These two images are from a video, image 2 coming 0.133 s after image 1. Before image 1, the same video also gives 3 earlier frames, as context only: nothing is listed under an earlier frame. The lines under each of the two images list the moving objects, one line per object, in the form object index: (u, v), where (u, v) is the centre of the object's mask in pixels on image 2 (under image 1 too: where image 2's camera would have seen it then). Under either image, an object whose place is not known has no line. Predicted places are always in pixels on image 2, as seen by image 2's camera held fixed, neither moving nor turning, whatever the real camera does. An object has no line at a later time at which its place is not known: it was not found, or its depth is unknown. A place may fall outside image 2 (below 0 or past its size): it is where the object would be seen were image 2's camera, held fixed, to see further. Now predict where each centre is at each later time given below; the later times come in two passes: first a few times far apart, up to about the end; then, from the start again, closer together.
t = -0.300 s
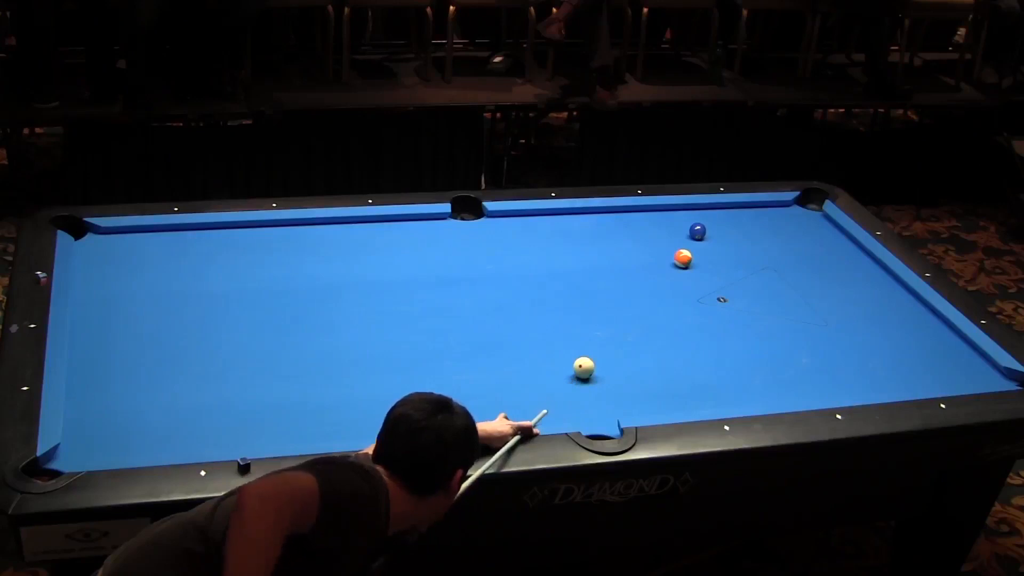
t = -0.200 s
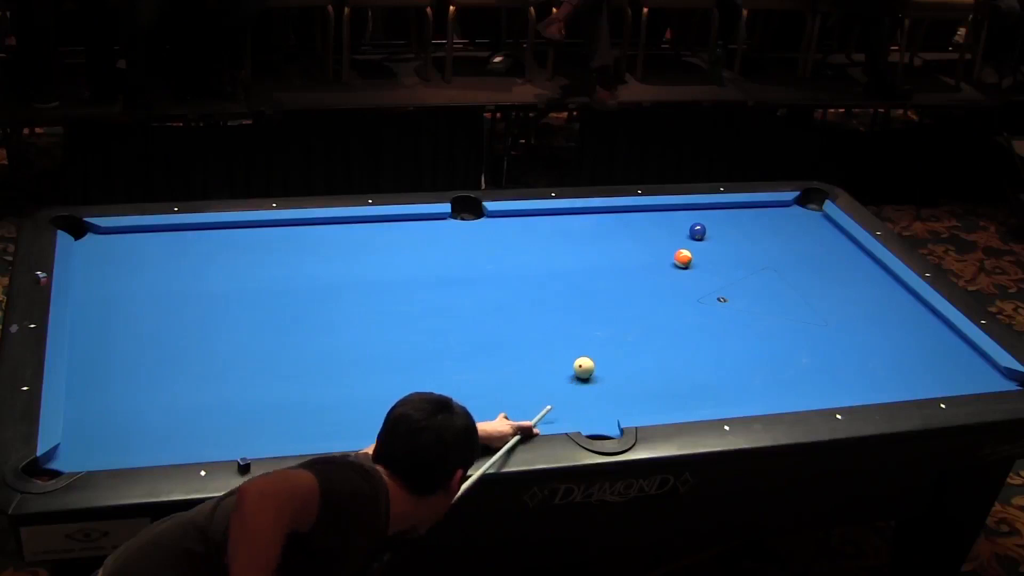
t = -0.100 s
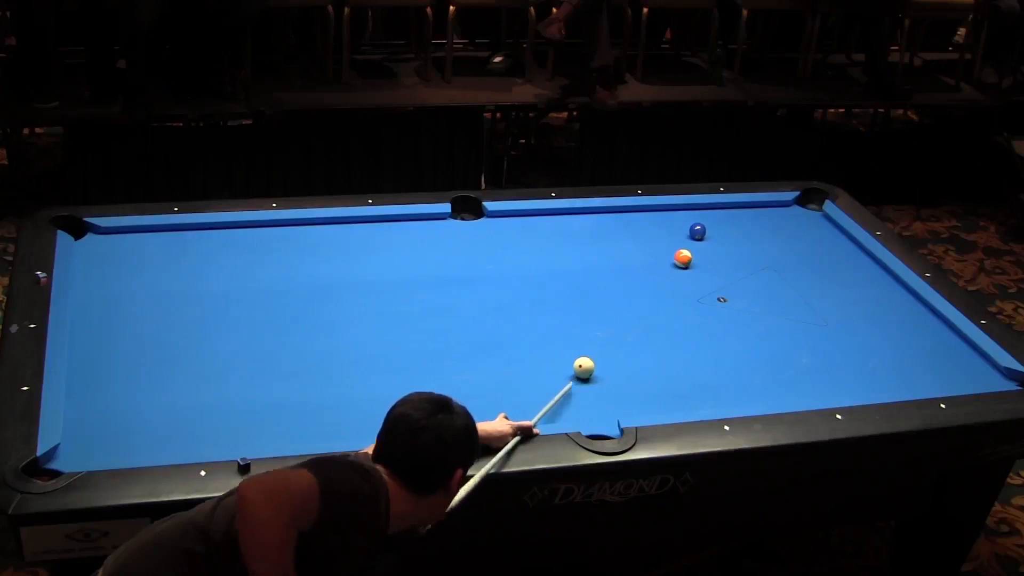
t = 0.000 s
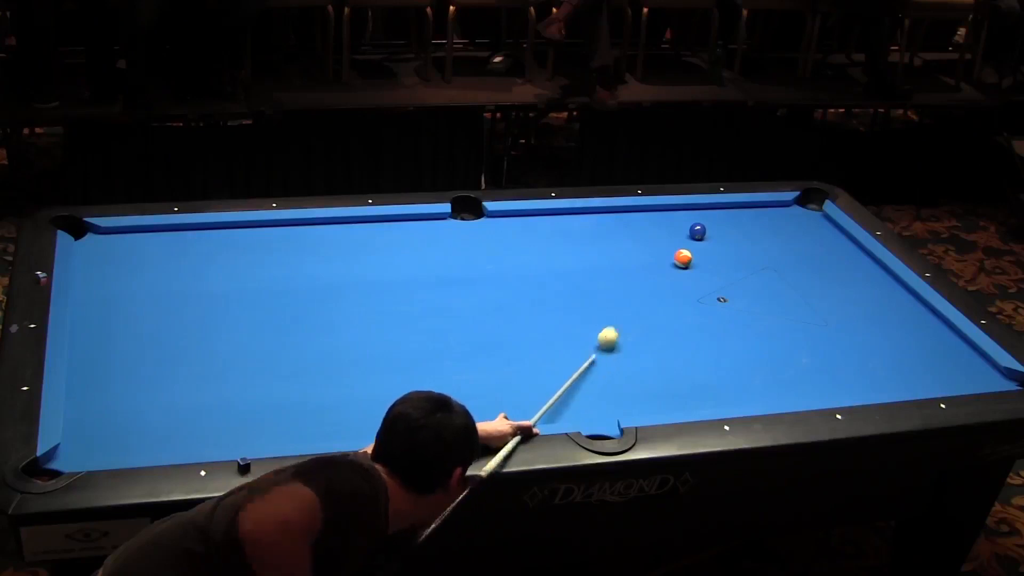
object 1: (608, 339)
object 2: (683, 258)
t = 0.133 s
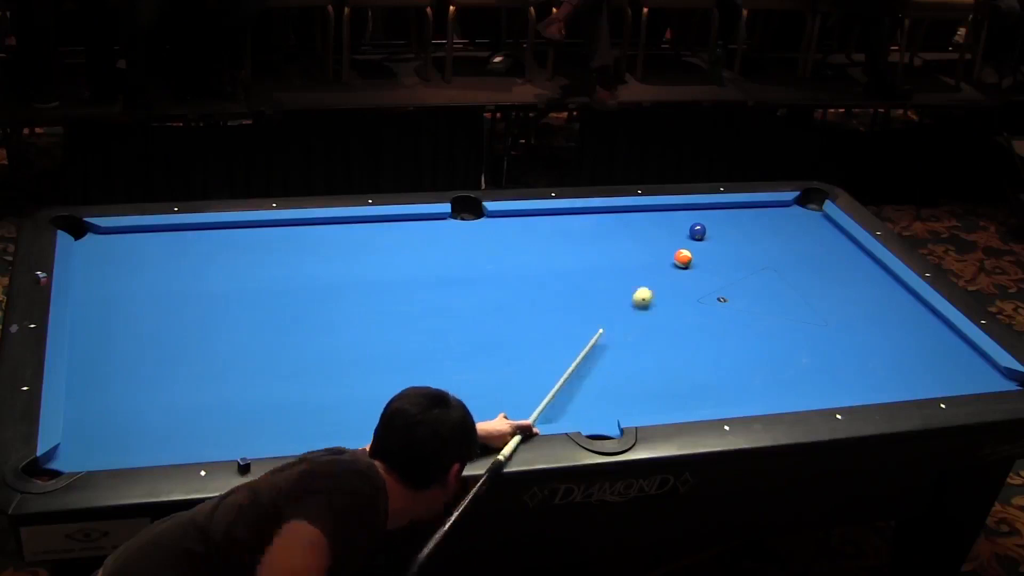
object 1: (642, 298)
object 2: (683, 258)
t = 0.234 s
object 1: (662, 274)
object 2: (683, 258)
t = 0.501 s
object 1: (650, 254)
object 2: (729, 239)
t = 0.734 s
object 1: (630, 245)
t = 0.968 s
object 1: (611, 237)
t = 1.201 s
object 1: (593, 229)
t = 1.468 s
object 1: (575, 221)
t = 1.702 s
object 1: (560, 214)
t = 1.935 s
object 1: (553, 217)
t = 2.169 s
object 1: (548, 221)
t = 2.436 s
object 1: (543, 223)
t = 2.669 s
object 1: (540, 228)
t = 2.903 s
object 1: (537, 230)
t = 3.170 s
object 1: (533, 232)
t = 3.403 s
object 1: (531, 234)
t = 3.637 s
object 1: (528, 235)
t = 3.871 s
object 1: (527, 236)
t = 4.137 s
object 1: (527, 236)
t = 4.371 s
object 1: (529, 237)
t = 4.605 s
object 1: (527, 236)
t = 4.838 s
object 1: (527, 236)
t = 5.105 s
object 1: (527, 236)
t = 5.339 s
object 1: (527, 236)
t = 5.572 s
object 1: (527, 236)
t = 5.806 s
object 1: (527, 236)
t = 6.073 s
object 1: (527, 236)
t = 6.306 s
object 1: (527, 236)
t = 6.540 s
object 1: (527, 236)
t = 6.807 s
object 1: (527, 236)
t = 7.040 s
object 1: (527, 236)
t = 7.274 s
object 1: (527, 236)
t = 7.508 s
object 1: (527, 236)
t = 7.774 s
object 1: (527, 236)
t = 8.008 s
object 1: (527, 236)
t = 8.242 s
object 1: (527, 236)
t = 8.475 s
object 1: (527, 236)
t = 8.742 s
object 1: (527, 236)
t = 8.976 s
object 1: (527, 236)
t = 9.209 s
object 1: (527, 236)
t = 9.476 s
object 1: (527, 236)
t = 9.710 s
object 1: (527, 236)
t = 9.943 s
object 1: (527, 236)
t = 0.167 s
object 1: (649, 289)
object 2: (683, 258)
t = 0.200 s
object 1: (656, 282)
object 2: (683, 258)
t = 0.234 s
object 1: (662, 274)
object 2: (683, 258)
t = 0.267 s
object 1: (668, 268)
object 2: (683, 258)
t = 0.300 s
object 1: (670, 263)
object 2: (686, 257)
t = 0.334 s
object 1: (666, 261)
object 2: (694, 253)
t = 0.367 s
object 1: (663, 260)
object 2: (702, 250)
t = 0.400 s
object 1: (659, 258)
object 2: (710, 247)
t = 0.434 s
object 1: (656, 257)
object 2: (717, 244)
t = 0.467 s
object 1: (653, 256)
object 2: (724, 242)
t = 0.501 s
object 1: (650, 254)
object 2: (729, 239)
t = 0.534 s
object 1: (647, 253)
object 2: (736, 237)
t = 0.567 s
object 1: (644, 252)
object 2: (741, 234)
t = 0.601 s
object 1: (641, 250)
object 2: (747, 231)
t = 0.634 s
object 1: (638, 249)
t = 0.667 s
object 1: (635, 248)
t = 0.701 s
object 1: (632, 246)
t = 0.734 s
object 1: (630, 245)
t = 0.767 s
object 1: (627, 244)
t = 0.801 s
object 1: (624, 243)
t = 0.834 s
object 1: (621, 241)
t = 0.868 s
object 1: (619, 240)
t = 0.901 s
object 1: (616, 239)
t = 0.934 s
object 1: (613, 238)
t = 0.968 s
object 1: (611, 237)
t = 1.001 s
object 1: (608, 236)
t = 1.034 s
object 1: (605, 234)
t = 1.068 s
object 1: (603, 234)
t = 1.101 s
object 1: (600, 232)
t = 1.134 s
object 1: (598, 231)
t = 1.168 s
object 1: (596, 230)
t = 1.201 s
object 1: (593, 229)
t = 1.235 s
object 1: (591, 228)
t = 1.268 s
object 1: (588, 227)
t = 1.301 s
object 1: (586, 226)
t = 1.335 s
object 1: (584, 225)
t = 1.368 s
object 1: (581, 224)
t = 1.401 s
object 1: (579, 223)
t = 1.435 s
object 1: (577, 222)
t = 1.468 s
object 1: (575, 221)
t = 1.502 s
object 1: (572, 220)
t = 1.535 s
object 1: (571, 219)
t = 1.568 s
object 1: (568, 218)
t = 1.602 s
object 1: (566, 217)
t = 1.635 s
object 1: (564, 216)
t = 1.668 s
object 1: (562, 215)
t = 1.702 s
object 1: (560, 214)
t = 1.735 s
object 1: (558, 214)
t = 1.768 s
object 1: (557, 214)
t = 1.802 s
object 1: (556, 214)
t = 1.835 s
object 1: (555, 215)
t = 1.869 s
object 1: (554, 215)
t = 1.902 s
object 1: (554, 216)
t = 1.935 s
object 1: (553, 217)
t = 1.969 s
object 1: (552, 217)
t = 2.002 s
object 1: (552, 218)
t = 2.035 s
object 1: (551, 218)
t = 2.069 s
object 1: (550, 219)
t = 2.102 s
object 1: (550, 219)
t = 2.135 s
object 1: (549, 220)
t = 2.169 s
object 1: (548, 221)
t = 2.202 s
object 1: (548, 221)
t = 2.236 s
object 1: (548, 222)
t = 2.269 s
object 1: (547, 222)
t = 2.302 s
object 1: (546, 223)
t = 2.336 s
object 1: (546, 223)
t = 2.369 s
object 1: (545, 224)
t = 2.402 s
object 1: (544, 224)
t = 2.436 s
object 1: (543, 223)
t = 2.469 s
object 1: (544, 225)
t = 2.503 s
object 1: (543, 226)
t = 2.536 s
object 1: (542, 226)
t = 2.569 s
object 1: (542, 226)
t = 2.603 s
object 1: (541, 227)
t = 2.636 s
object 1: (541, 227)
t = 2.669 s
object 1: (540, 228)
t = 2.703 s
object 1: (540, 228)
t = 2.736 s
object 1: (539, 228)
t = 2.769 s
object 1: (539, 229)
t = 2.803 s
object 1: (538, 229)
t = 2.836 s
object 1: (537, 230)
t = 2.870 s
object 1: (537, 230)
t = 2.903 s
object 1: (537, 230)
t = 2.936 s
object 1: (536, 231)
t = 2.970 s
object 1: (536, 231)
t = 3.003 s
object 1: (535, 231)
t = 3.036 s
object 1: (535, 231)
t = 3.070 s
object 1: (534, 232)
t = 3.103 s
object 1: (534, 232)
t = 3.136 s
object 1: (533, 232)
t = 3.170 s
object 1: (533, 232)
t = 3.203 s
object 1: (533, 233)
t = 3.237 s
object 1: (532, 233)
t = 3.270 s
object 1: (532, 233)
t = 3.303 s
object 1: (531, 233)
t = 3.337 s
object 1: (531, 234)
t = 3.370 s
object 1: (531, 234)
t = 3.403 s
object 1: (531, 234)
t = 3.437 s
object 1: (530, 234)
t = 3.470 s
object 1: (530, 234)
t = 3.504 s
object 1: (529, 234)
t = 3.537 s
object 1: (529, 234)
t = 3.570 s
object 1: (529, 235)
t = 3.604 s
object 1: (529, 235)
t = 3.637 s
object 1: (528, 235)
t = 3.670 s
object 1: (528, 235)
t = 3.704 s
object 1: (528, 235)
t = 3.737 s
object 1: (528, 235)
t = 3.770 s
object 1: (528, 235)
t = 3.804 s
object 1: (527, 235)
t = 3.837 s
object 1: (528, 236)
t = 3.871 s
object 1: (527, 236)
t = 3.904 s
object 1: (527, 236)
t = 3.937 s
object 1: (527, 236)
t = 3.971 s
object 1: (527, 236)
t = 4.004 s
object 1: (527, 236)
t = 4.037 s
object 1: (527, 236)
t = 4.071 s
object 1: (527, 236)
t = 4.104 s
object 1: (527, 236)
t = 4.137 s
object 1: (527, 236)
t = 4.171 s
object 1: (527, 236)
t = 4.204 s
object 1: (527, 236)
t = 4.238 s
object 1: (527, 236)
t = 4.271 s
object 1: (527, 236)
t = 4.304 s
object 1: (527, 236)
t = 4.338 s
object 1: (527, 236)
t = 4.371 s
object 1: (529, 237)
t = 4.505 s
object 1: (524, 235)
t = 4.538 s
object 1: (528, 235)
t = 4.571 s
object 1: (527, 235)
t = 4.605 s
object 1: (527, 236)
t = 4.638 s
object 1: (527, 236)
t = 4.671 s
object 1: (527, 236)
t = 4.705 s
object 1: (527, 236)
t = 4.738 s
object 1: (527, 236)
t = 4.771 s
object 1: (527, 236)
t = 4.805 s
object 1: (527, 236)
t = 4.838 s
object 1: (527, 236)
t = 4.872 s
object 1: (527, 236)
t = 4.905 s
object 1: (527, 236)
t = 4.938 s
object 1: (527, 236)
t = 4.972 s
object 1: (527, 236)
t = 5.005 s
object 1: (527, 236)
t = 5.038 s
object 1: (527, 236)
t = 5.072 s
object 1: (527, 236)
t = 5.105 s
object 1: (527, 236)
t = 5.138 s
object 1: (527, 236)
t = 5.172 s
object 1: (527, 236)
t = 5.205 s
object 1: (527, 236)
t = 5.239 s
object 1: (527, 236)
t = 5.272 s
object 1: (527, 236)
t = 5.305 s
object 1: (527, 236)
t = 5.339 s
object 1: (527, 236)
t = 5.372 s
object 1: (527, 236)
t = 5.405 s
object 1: (527, 236)
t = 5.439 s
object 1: (527, 236)
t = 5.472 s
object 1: (527, 236)
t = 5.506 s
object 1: (527, 236)
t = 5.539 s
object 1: (527, 236)
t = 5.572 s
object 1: (527, 236)
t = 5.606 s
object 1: (527, 236)
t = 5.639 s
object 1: (527, 236)
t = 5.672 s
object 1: (527, 236)
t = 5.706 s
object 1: (527, 236)
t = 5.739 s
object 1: (527, 236)
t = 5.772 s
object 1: (527, 236)
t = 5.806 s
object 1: (527, 236)
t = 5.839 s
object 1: (527, 236)
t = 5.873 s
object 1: (527, 236)
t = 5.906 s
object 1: (527, 236)
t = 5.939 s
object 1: (527, 236)
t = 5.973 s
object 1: (527, 236)
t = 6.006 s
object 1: (527, 236)
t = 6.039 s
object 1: (527, 236)
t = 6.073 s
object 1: (527, 236)
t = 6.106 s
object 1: (527, 236)
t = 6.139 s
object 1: (527, 236)
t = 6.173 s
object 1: (527, 236)
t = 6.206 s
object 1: (527, 236)
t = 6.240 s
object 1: (527, 236)
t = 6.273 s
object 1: (527, 236)
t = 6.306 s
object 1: (527, 236)
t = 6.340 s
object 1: (527, 236)
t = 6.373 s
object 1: (527, 236)
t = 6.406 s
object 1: (527, 236)
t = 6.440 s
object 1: (527, 236)
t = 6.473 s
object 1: (527, 236)
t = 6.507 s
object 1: (527, 236)
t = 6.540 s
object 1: (527, 236)
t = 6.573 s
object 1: (527, 236)
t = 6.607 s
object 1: (527, 236)
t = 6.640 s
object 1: (527, 236)
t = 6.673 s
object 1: (527, 236)
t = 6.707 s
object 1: (527, 236)
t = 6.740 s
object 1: (527, 236)
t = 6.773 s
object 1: (527, 236)
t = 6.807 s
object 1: (527, 236)
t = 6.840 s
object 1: (527, 236)
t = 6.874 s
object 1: (527, 236)
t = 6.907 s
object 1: (527, 236)
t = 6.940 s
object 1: (527, 236)
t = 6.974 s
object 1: (527, 236)
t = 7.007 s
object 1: (527, 236)
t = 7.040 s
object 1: (527, 236)
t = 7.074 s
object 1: (527, 236)
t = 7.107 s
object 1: (527, 236)
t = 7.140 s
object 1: (527, 236)
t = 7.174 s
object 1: (527, 236)
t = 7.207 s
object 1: (527, 236)
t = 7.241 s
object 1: (527, 236)
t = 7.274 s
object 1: (527, 236)
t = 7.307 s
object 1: (527, 236)
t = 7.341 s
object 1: (527, 236)
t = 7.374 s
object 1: (527, 236)
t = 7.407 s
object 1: (527, 236)
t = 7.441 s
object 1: (527, 236)
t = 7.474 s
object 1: (527, 236)
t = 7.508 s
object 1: (527, 236)
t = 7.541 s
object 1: (527, 236)
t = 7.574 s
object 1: (527, 236)
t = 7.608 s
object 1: (527, 236)
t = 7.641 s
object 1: (527, 236)
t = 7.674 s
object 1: (527, 236)
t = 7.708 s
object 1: (527, 236)
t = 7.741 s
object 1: (527, 236)
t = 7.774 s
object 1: (527, 236)
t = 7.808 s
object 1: (527, 236)
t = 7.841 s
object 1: (527, 236)
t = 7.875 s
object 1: (527, 236)
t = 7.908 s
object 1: (527, 236)
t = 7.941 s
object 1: (527, 236)
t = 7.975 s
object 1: (527, 236)
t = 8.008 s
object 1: (527, 236)
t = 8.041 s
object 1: (527, 236)
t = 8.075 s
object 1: (527, 236)
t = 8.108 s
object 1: (527, 236)
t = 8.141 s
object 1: (527, 236)
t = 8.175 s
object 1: (527, 236)
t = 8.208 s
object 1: (527, 236)
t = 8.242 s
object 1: (527, 236)
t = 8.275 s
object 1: (527, 236)
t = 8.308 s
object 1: (527, 236)
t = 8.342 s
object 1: (527, 236)
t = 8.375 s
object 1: (527, 236)
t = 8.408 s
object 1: (527, 236)
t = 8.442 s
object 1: (527, 236)
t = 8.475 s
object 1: (527, 236)
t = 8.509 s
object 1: (527, 236)
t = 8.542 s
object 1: (527, 236)
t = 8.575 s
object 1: (527, 236)
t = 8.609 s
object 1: (527, 236)
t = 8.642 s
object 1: (527, 236)
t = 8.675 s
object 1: (527, 236)
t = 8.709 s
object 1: (527, 236)
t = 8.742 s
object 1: (527, 236)
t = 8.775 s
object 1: (527, 236)
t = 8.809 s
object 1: (527, 236)
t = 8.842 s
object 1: (527, 236)
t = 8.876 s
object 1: (527, 236)
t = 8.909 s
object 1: (527, 236)
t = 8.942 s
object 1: (527, 236)
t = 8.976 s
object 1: (527, 236)
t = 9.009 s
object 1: (527, 236)
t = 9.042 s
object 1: (527, 236)
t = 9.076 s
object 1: (527, 236)
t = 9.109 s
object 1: (527, 236)
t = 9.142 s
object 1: (527, 236)
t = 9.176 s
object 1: (527, 236)
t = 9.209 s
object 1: (527, 236)
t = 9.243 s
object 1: (527, 236)
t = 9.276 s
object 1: (527, 236)
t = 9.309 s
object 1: (527, 236)
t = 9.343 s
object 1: (527, 236)
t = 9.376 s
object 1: (527, 236)
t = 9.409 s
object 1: (527, 236)
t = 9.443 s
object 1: (527, 236)
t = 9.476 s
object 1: (527, 236)
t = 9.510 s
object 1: (527, 236)
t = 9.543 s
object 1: (527, 236)
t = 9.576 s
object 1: (527, 236)
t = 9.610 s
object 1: (527, 236)
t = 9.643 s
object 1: (527, 236)
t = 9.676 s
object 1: (527, 236)
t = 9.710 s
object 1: (527, 236)
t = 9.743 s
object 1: (527, 236)
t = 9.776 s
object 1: (527, 236)
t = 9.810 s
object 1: (527, 236)
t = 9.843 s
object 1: (527, 236)
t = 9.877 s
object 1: (527, 236)
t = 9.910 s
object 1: (527, 236)
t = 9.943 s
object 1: (527, 236)
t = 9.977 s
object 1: (527, 236)
